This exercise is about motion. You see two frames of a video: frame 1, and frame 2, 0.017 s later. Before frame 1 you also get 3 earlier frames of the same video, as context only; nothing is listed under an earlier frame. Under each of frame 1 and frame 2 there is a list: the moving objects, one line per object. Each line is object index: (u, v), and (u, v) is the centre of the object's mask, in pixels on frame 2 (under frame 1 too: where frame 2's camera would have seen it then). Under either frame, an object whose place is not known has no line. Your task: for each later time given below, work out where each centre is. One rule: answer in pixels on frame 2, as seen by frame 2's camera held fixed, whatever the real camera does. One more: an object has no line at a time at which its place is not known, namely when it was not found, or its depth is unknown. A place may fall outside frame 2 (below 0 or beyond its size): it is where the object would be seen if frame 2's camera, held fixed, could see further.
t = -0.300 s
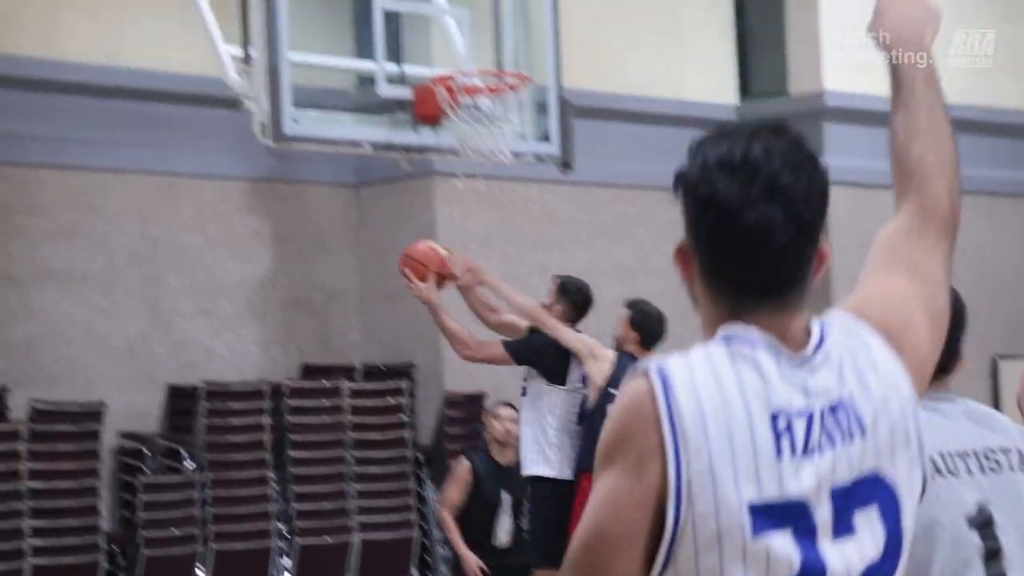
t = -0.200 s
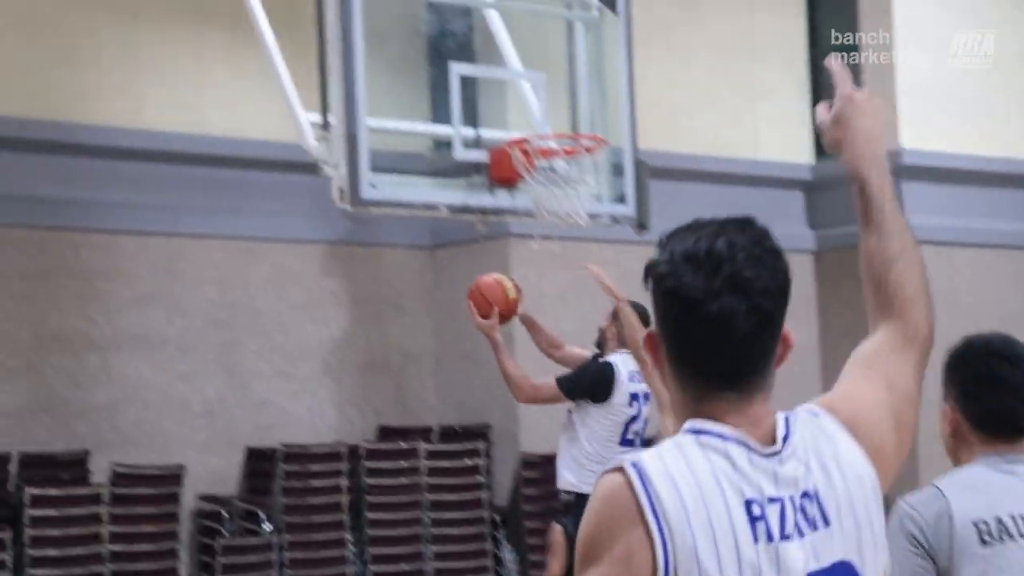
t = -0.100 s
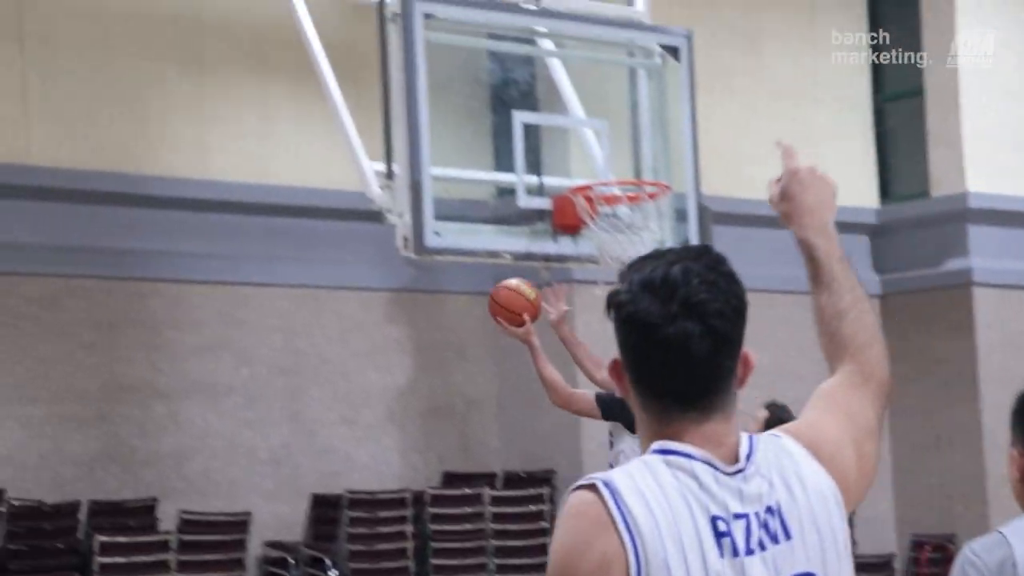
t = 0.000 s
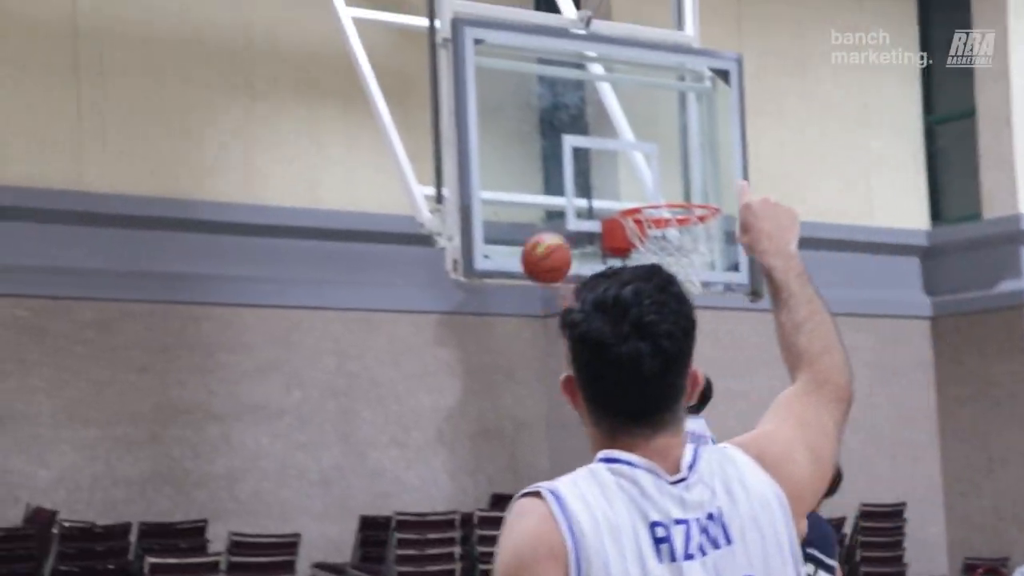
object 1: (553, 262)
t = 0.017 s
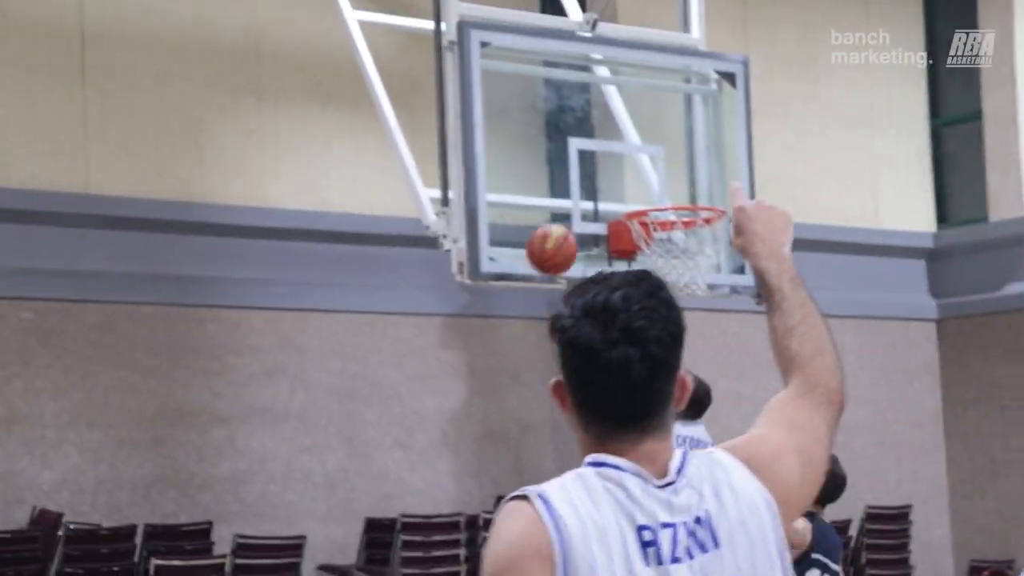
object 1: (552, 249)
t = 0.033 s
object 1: (551, 238)
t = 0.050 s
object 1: (550, 229)
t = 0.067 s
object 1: (549, 218)
